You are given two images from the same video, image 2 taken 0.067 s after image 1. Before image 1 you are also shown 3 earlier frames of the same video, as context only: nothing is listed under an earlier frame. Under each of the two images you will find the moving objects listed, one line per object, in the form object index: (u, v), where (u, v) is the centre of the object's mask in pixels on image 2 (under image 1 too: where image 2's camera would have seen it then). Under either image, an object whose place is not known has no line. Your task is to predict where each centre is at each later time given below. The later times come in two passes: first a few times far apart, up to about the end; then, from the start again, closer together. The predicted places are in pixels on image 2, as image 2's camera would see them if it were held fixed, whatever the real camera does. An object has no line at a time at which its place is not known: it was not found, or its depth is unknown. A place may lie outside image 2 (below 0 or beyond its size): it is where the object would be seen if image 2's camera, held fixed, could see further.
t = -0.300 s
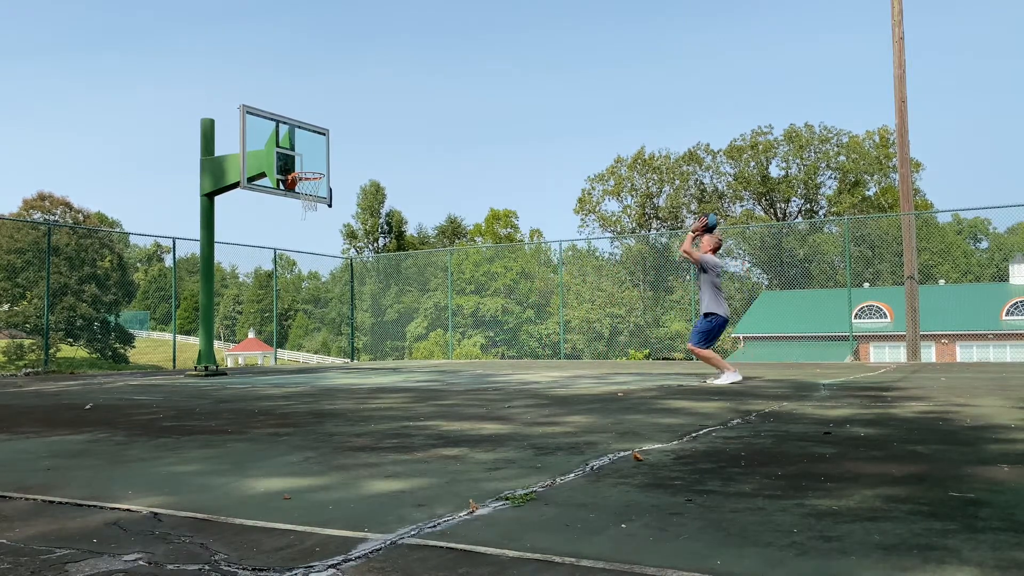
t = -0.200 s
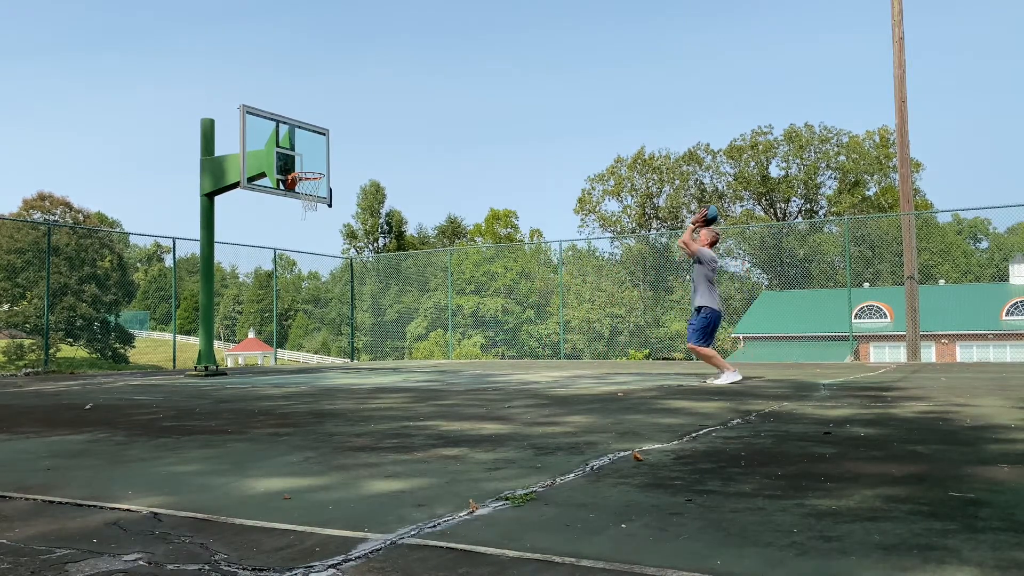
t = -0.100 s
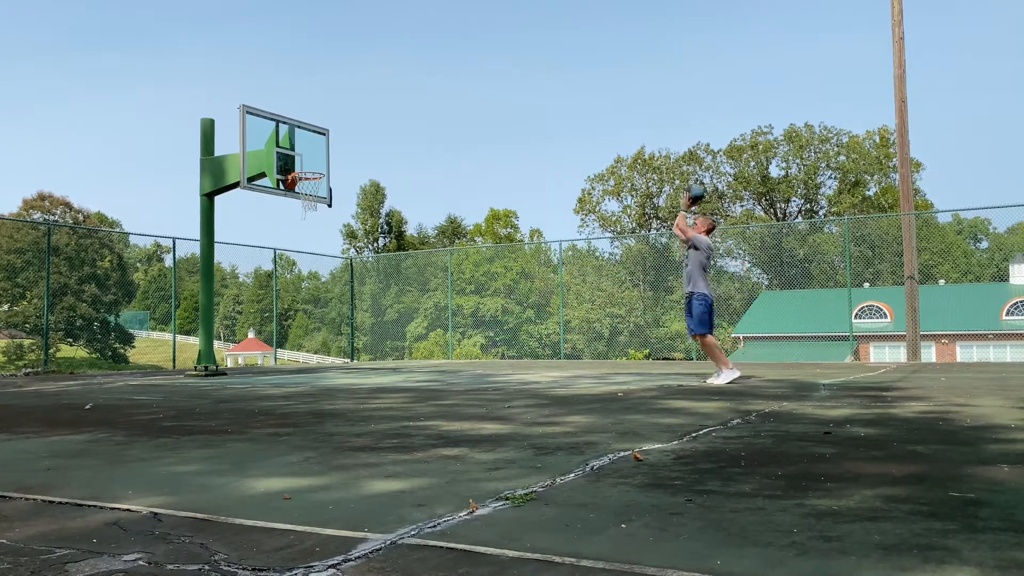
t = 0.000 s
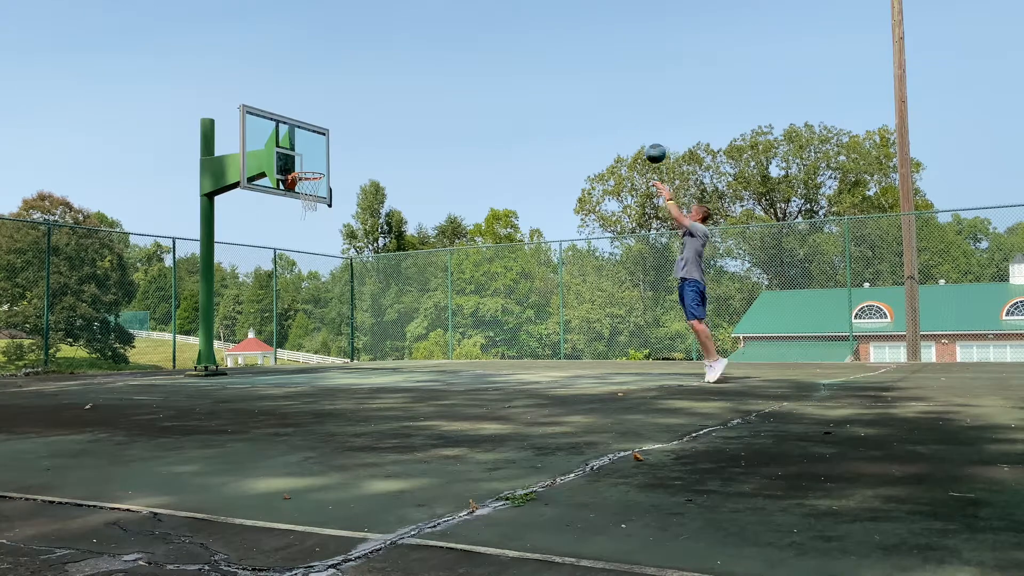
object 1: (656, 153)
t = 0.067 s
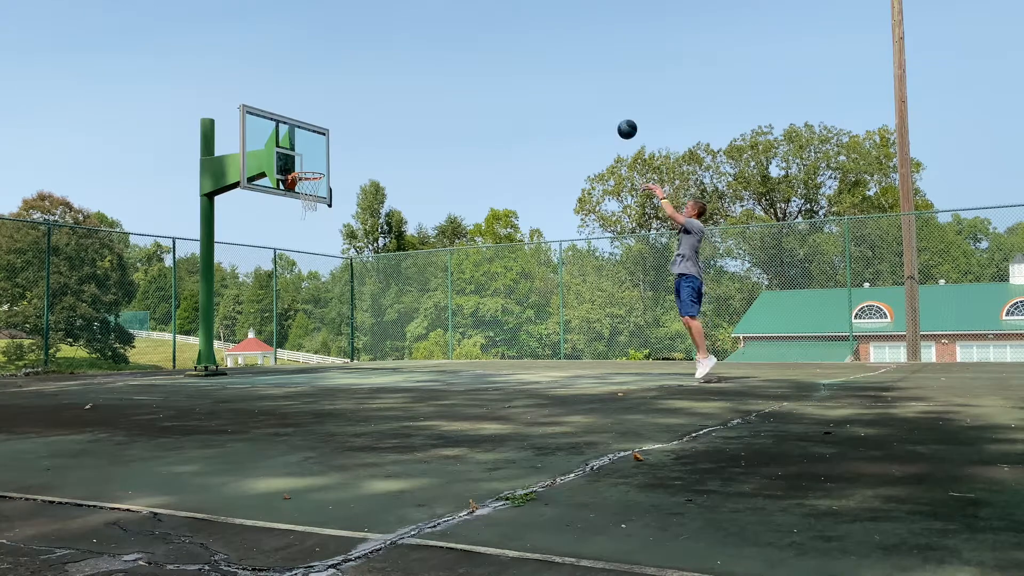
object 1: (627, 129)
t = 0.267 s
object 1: (548, 81)
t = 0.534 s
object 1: (457, 68)
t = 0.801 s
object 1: (377, 102)
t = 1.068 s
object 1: (305, 178)
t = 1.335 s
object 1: (295, 216)
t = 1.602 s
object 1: (292, 290)
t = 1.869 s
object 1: (296, 353)
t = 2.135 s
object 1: (325, 312)
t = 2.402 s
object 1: (354, 319)
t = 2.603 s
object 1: (377, 357)
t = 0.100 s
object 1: (613, 119)
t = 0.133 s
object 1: (600, 109)
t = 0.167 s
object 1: (586, 101)
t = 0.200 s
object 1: (574, 93)
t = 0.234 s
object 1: (561, 87)
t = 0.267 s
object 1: (548, 81)
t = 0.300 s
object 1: (536, 76)
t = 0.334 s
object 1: (524, 73)
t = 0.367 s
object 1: (513, 70)
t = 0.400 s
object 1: (501, 68)
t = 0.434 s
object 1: (490, 66)
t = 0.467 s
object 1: (479, 66)
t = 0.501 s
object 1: (468, 66)
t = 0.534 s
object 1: (457, 68)
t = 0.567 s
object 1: (446, 70)
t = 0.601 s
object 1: (436, 72)
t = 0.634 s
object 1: (426, 75)
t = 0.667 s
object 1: (416, 79)
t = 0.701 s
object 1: (406, 84)
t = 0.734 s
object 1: (396, 89)
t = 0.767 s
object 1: (386, 95)
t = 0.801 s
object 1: (377, 102)
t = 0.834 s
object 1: (368, 109)
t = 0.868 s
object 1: (359, 117)
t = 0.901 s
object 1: (349, 125)
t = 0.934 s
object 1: (341, 134)
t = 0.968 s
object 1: (332, 144)
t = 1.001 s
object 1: (323, 155)
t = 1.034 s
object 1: (314, 165)
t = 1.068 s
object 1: (305, 178)
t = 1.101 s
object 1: (301, 185)
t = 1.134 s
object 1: (300, 190)
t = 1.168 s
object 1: (299, 194)
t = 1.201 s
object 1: (297, 196)
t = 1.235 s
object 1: (297, 200)
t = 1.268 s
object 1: (296, 205)
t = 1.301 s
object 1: (296, 209)
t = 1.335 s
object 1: (295, 216)
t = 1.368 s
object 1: (295, 222)
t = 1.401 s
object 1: (294, 230)
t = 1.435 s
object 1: (294, 238)
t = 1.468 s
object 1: (294, 247)
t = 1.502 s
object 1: (293, 257)
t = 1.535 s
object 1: (293, 267)
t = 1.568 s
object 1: (293, 279)
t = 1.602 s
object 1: (292, 290)
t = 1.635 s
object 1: (291, 303)
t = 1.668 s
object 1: (290, 316)
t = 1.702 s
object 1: (290, 330)
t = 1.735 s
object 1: (289, 344)
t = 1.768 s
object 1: (288, 360)
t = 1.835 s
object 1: (292, 361)
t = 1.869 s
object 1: (296, 353)
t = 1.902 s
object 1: (300, 345)
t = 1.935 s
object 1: (303, 338)
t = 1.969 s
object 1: (307, 332)
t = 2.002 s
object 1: (311, 327)
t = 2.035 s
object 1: (314, 323)
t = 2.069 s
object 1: (317, 319)
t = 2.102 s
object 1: (321, 315)
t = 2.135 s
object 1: (325, 312)
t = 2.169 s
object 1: (328, 311)
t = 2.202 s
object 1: (332, 309)
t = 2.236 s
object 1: (336, 309)
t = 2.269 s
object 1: (340, 310)
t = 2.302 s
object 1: (343, 311)
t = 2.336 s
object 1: (347, 314)
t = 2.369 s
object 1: (350, 316)
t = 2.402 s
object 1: (354, 319)
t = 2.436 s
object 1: (358, 323)
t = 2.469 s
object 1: (362, 329)
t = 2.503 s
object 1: (366, 333)
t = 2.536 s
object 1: (369, 341)
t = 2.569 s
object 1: (373, 349)
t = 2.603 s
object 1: (377, 357)
